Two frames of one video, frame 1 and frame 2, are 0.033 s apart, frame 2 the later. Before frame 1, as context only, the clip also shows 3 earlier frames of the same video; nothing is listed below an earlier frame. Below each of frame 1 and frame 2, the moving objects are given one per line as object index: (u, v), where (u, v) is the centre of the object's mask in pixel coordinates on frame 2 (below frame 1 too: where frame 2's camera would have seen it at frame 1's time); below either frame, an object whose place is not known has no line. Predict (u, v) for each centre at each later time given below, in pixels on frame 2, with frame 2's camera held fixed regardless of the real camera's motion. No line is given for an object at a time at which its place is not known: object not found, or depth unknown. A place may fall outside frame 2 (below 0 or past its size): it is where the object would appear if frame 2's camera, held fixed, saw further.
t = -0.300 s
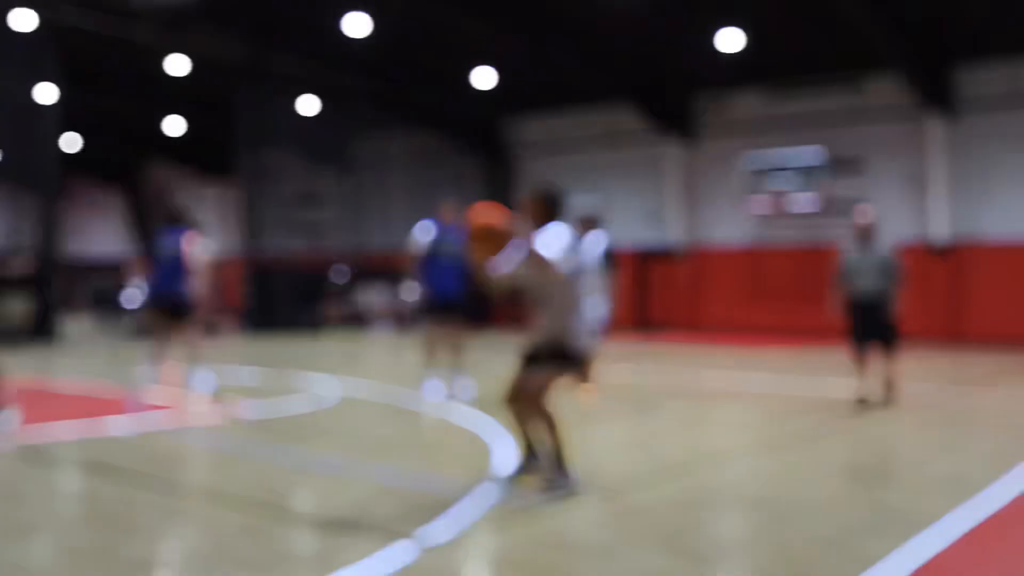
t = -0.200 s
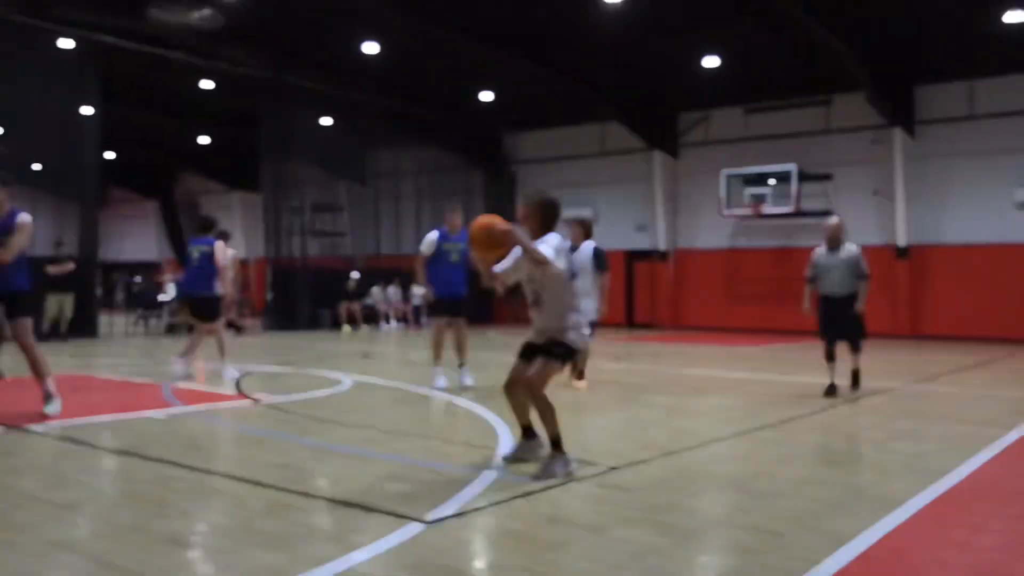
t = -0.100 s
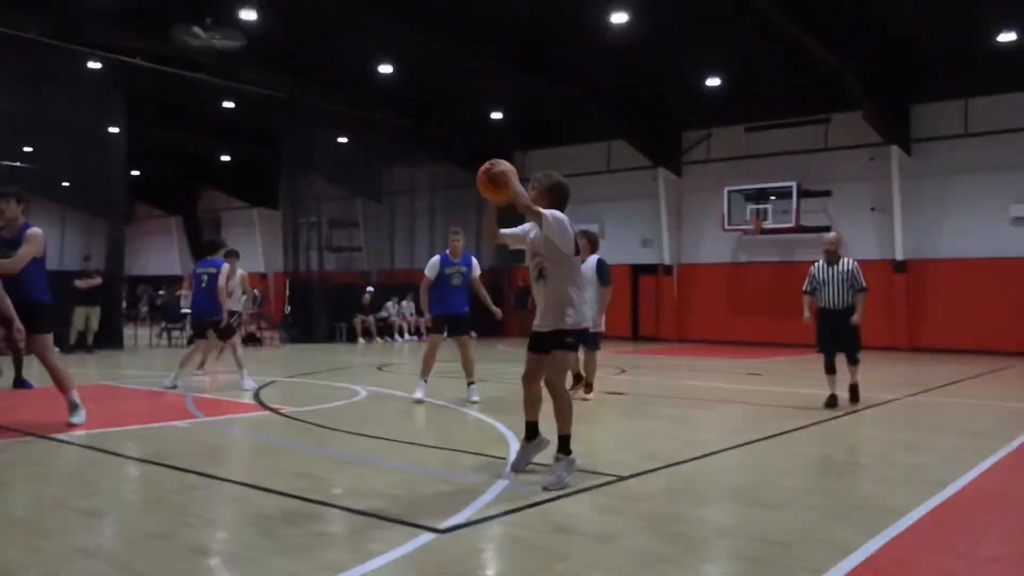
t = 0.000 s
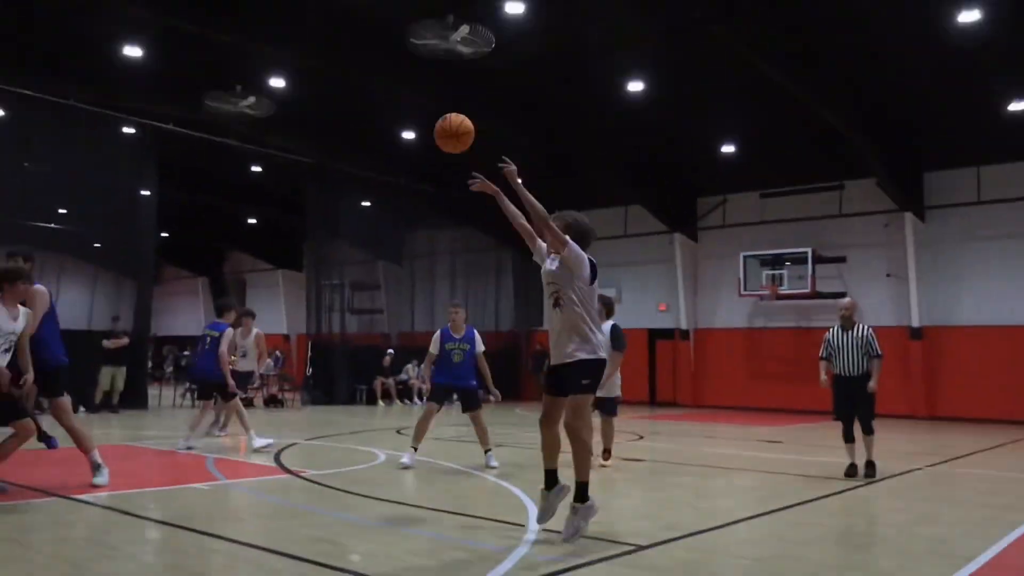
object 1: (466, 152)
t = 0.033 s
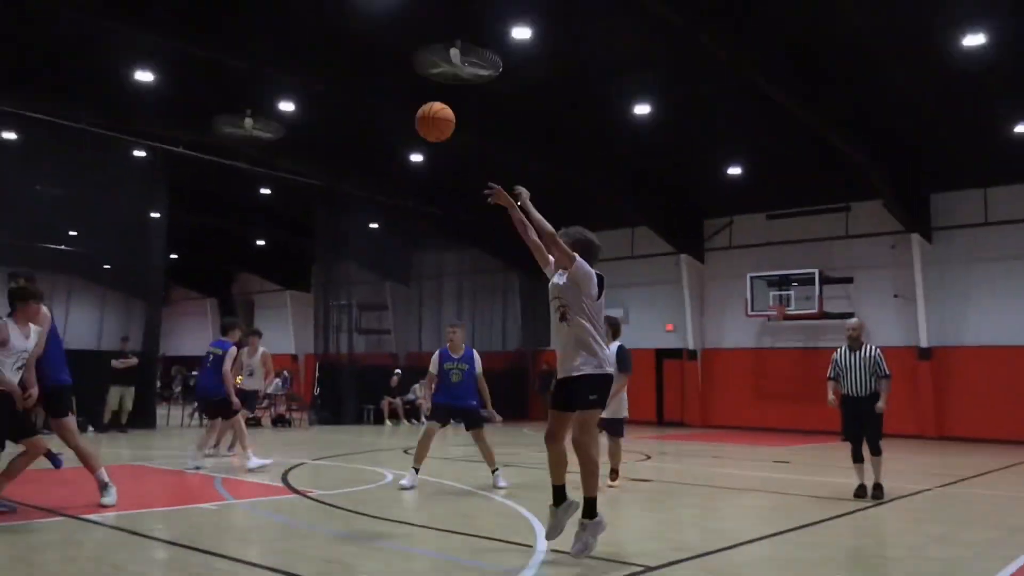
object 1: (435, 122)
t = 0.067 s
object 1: (407, 88)
